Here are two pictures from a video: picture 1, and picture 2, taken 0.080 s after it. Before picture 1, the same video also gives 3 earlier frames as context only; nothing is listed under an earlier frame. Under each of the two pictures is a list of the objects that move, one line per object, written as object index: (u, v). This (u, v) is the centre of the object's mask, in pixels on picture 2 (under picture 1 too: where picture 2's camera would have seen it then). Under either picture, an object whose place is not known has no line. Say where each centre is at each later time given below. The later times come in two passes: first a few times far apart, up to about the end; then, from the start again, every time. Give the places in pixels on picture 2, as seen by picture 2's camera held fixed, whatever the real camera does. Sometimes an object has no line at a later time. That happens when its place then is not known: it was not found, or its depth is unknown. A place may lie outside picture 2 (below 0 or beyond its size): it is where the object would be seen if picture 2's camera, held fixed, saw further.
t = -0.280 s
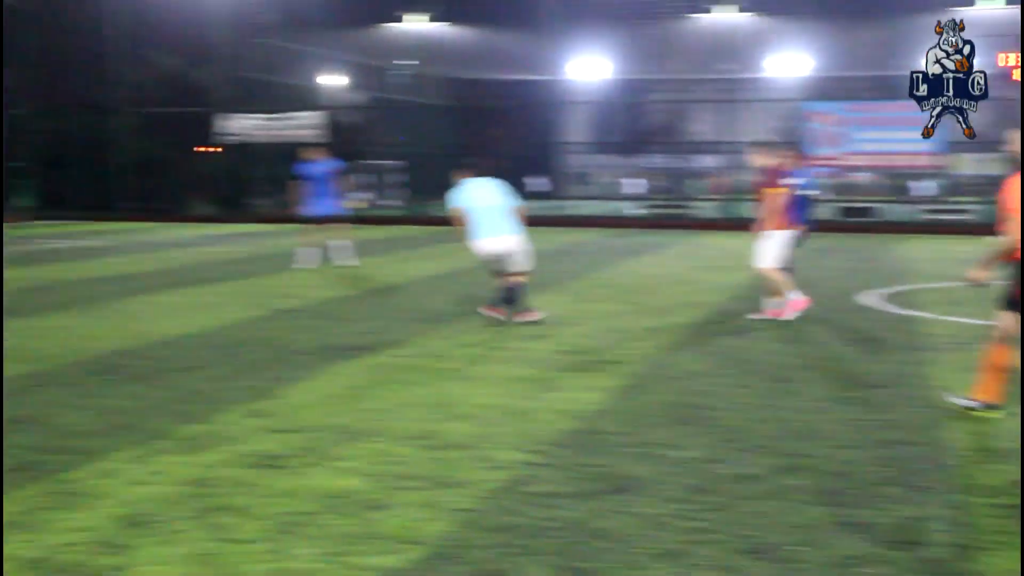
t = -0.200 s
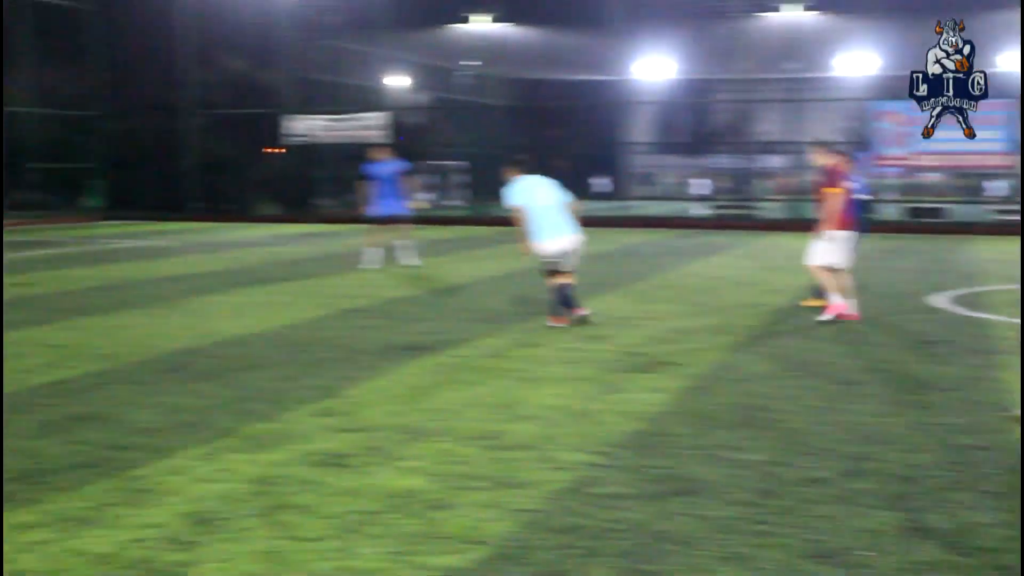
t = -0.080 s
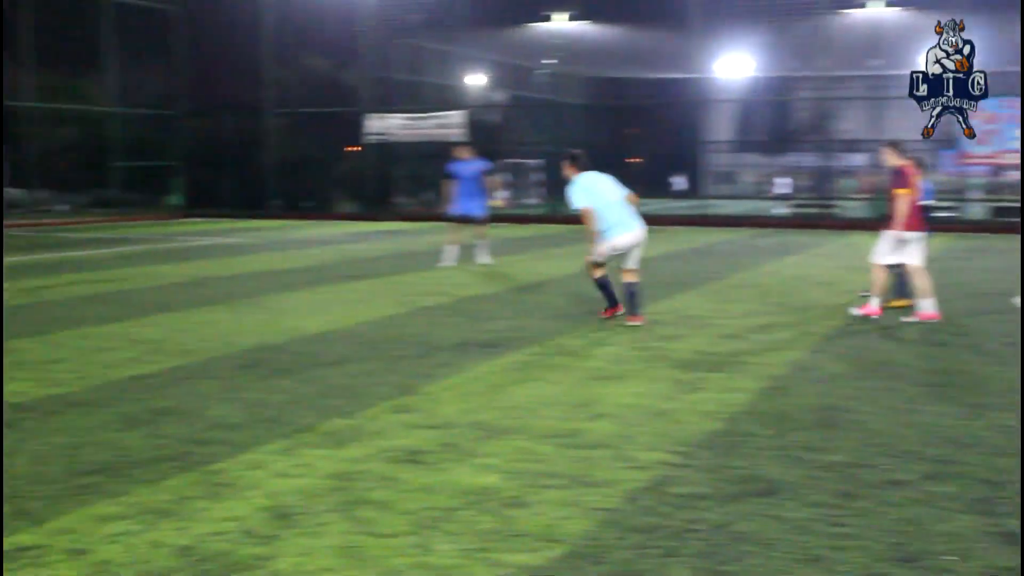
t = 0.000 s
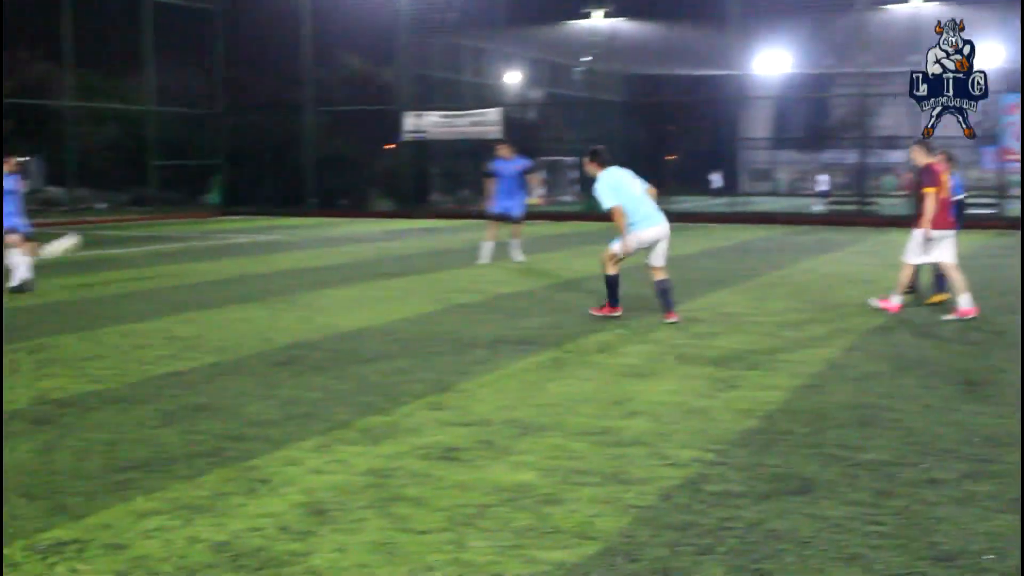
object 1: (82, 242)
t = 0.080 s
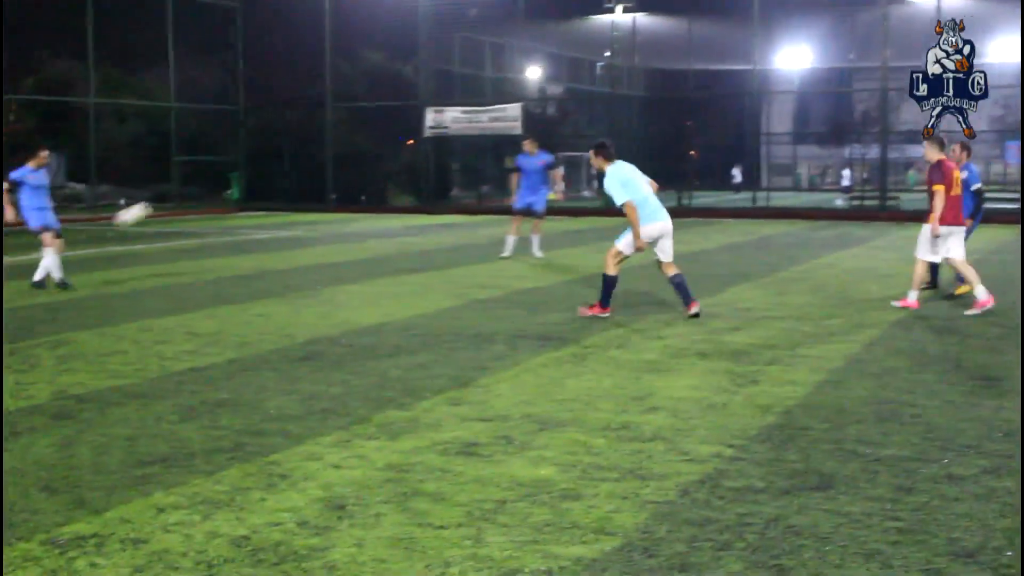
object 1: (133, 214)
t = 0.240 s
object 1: (224, 177)
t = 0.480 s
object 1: (341, 162)
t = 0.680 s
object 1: (423, 181)
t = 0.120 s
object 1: (157, 203)
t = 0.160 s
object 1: (180, 193)
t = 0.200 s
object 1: (202, 184)
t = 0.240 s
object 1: (224, 177)
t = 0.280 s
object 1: (246, 171)
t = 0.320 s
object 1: (266, 167)
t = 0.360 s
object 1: (285, 164)
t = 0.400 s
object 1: (304, 162)
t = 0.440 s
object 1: (323, 162)
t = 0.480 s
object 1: (341, 162)
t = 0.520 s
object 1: (358, 164)
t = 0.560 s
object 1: (375, 167)
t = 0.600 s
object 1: (391, 171)
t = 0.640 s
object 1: (407, 175)
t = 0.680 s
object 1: (423, 181)
